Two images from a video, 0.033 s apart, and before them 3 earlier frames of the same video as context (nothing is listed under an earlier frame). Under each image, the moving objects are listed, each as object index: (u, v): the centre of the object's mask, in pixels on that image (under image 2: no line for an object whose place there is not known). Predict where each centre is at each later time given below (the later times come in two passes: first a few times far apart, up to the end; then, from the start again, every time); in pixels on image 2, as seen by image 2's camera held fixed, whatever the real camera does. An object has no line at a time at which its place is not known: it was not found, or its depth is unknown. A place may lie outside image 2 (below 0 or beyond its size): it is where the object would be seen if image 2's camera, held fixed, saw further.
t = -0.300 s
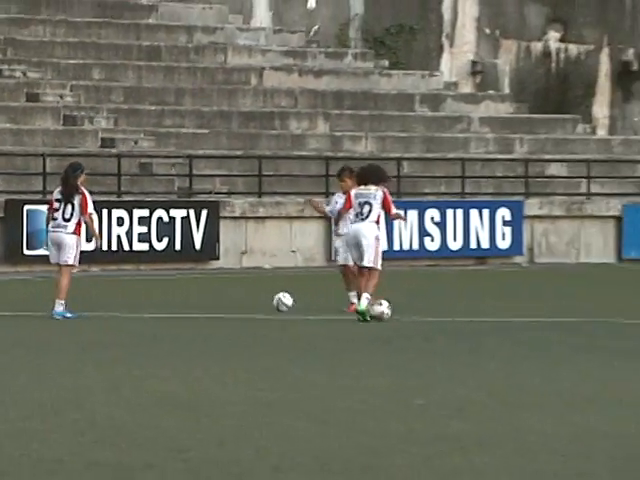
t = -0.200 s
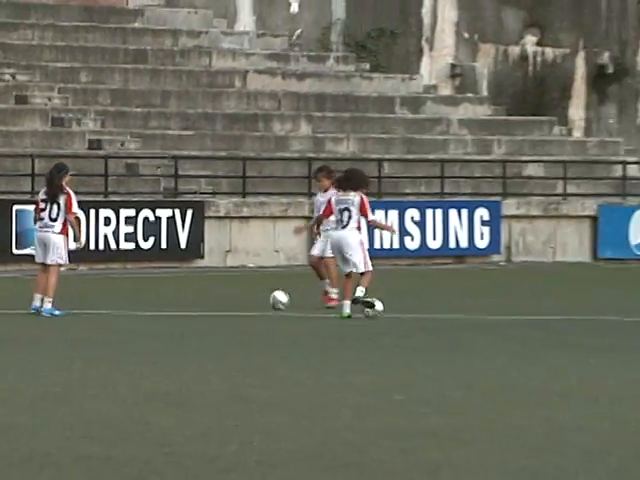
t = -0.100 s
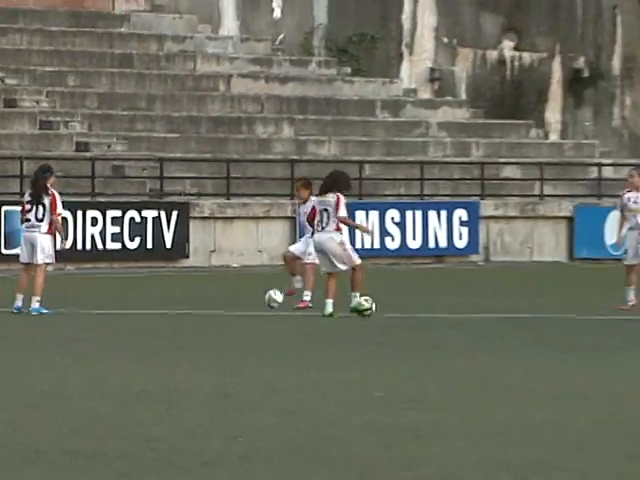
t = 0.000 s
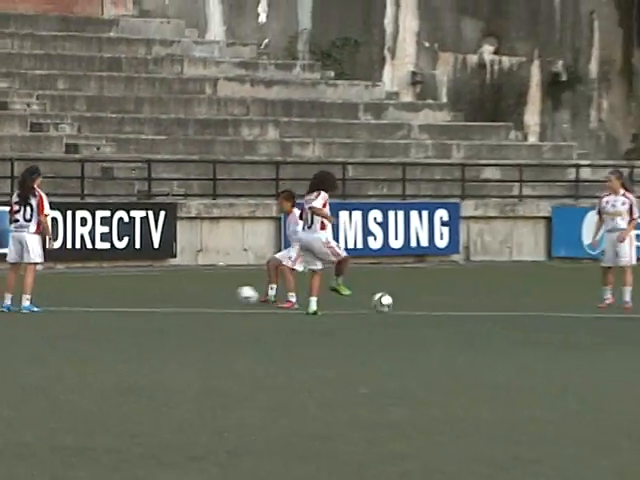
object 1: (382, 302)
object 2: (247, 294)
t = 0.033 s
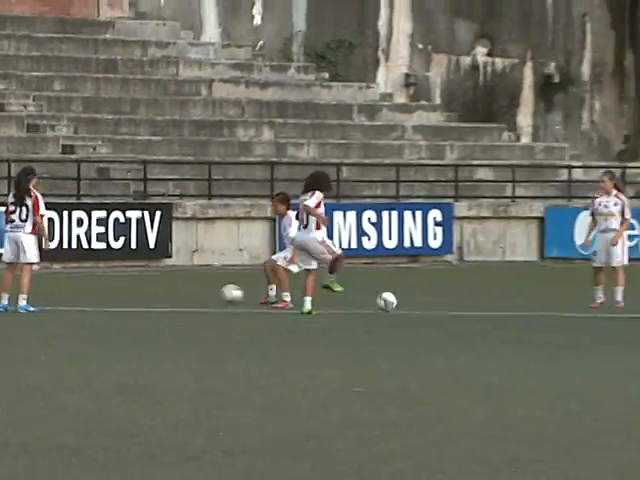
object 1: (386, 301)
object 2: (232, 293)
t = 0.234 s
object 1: (446, 299)
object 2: (174, 295)
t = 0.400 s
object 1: (490, 299)
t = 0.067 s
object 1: (398, 300)
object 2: (221, 293)
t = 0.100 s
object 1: (408, 302)
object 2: (211, 294)
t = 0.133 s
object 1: (419, 302)
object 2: (200, 296)
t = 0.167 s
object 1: (428, 300)
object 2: (191, 296)
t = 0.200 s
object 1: (437, 299)
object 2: (183, 295)
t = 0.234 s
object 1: (446, 299)
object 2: (174, 295)
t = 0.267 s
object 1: (456, 300)
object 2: (166, 296)
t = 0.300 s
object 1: (465, 301)
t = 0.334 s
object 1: (473, 301)
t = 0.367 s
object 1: (481, 299)
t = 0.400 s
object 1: (490, 299)
